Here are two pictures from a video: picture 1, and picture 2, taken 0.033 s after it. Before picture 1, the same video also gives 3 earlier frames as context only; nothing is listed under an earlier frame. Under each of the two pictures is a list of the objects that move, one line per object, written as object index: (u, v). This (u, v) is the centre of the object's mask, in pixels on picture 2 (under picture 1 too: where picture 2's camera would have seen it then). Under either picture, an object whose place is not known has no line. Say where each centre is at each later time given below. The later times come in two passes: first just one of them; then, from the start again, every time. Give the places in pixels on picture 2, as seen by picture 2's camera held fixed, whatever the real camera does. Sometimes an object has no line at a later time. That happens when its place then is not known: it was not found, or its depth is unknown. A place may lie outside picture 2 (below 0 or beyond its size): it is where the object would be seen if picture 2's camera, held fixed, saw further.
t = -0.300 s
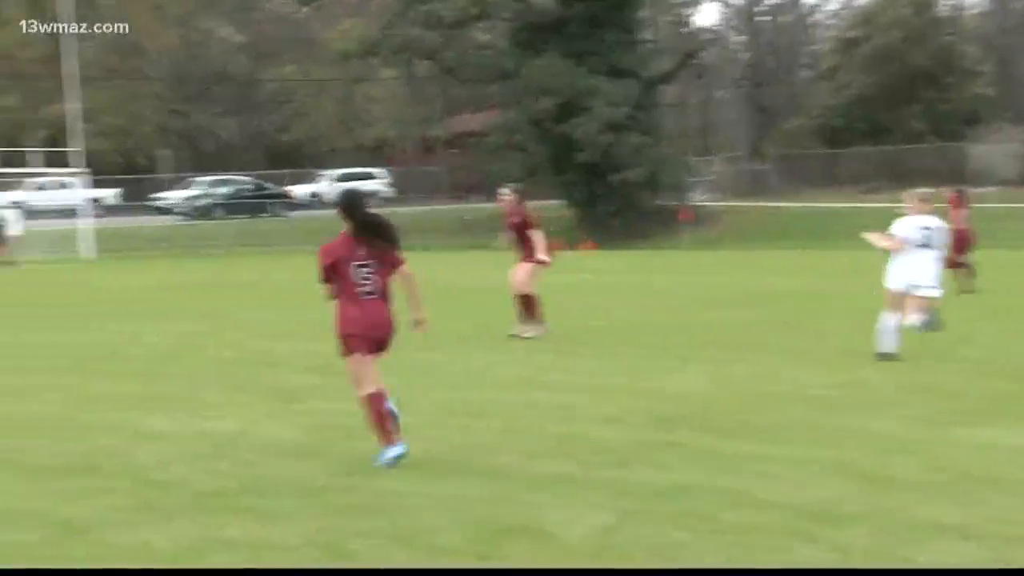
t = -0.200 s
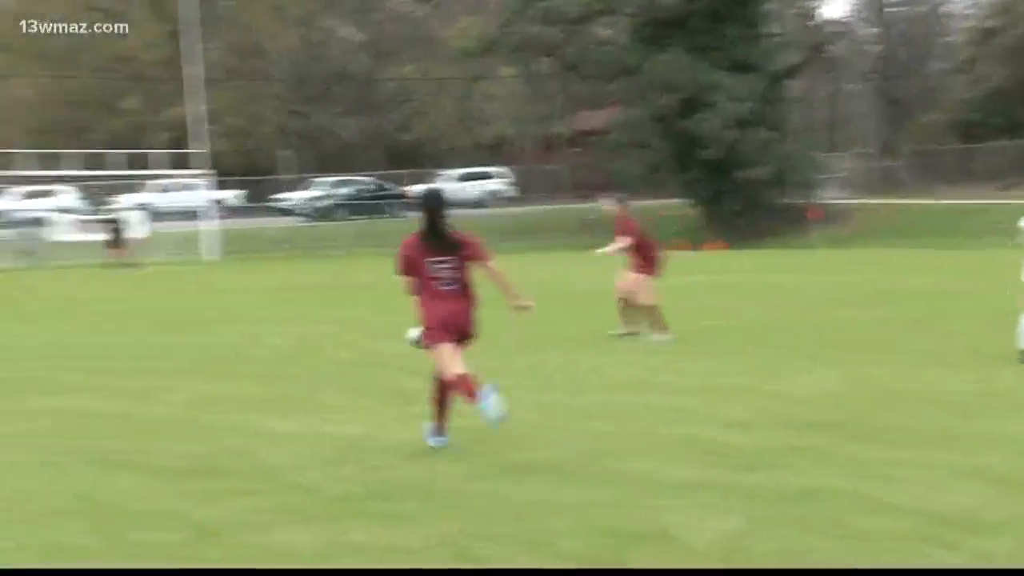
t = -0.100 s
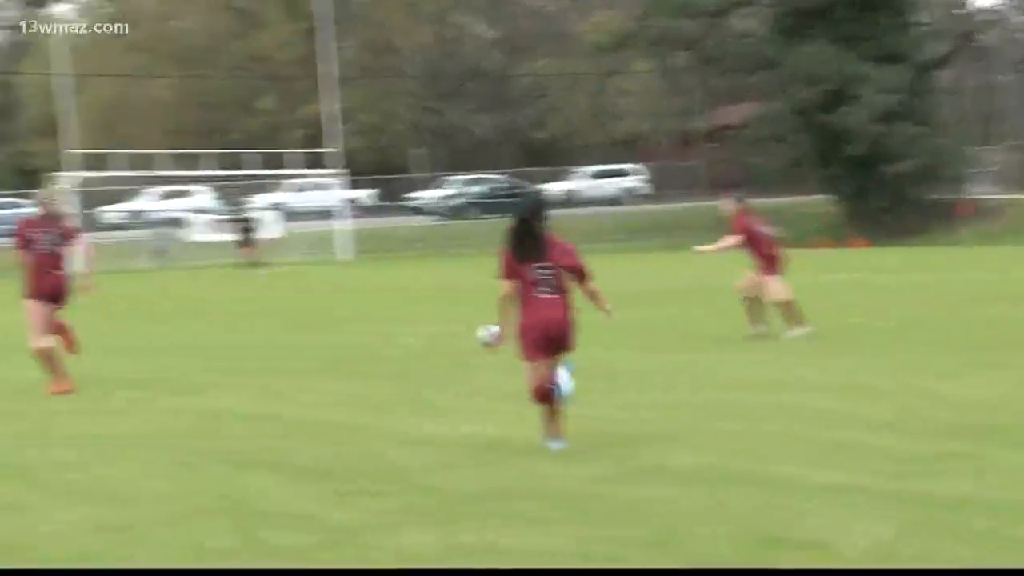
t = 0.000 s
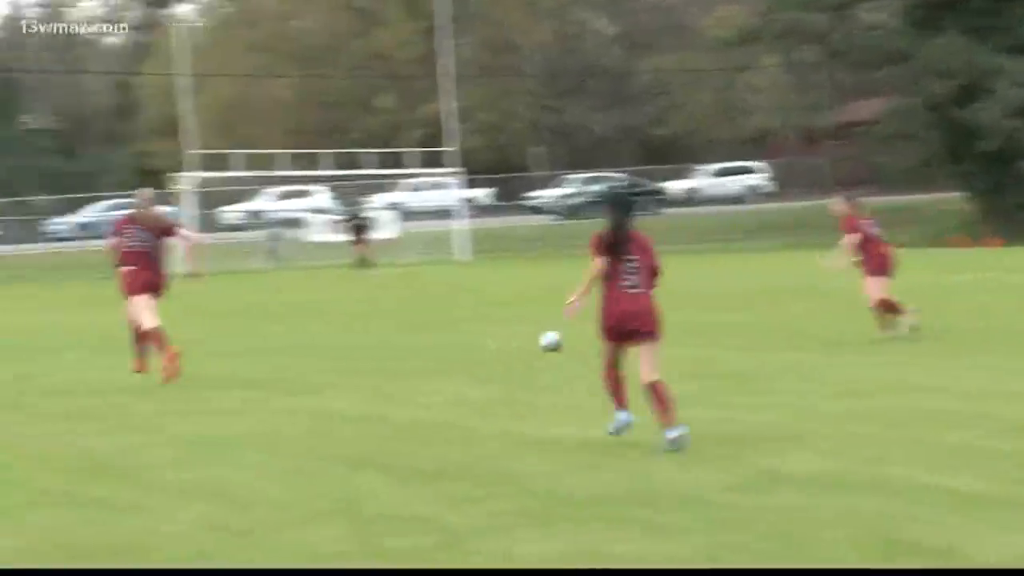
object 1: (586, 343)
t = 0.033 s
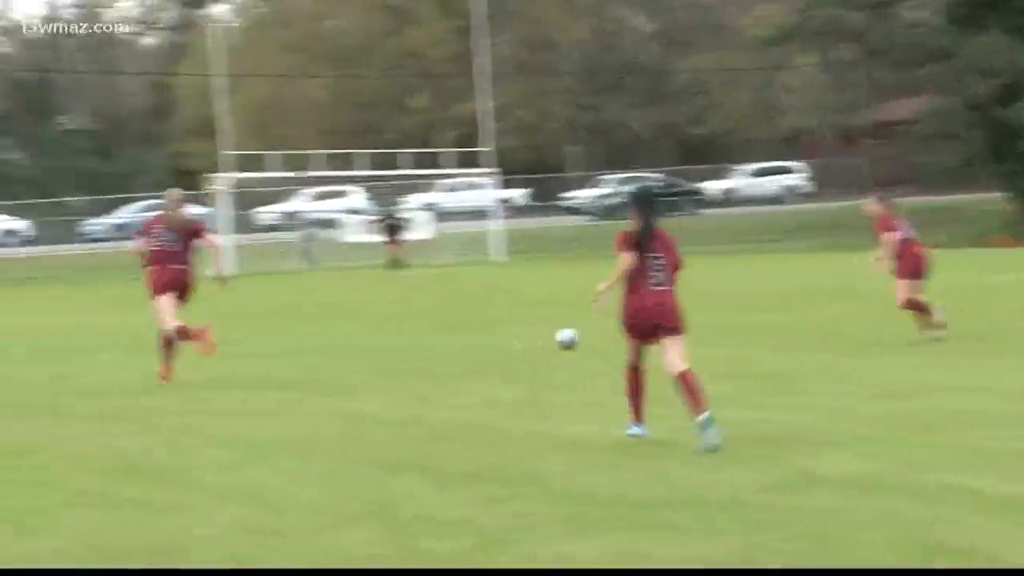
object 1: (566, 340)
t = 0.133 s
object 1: (514, 335)
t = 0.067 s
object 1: (548, 337)
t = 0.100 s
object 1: (531, 336)
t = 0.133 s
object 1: (514, 335)
